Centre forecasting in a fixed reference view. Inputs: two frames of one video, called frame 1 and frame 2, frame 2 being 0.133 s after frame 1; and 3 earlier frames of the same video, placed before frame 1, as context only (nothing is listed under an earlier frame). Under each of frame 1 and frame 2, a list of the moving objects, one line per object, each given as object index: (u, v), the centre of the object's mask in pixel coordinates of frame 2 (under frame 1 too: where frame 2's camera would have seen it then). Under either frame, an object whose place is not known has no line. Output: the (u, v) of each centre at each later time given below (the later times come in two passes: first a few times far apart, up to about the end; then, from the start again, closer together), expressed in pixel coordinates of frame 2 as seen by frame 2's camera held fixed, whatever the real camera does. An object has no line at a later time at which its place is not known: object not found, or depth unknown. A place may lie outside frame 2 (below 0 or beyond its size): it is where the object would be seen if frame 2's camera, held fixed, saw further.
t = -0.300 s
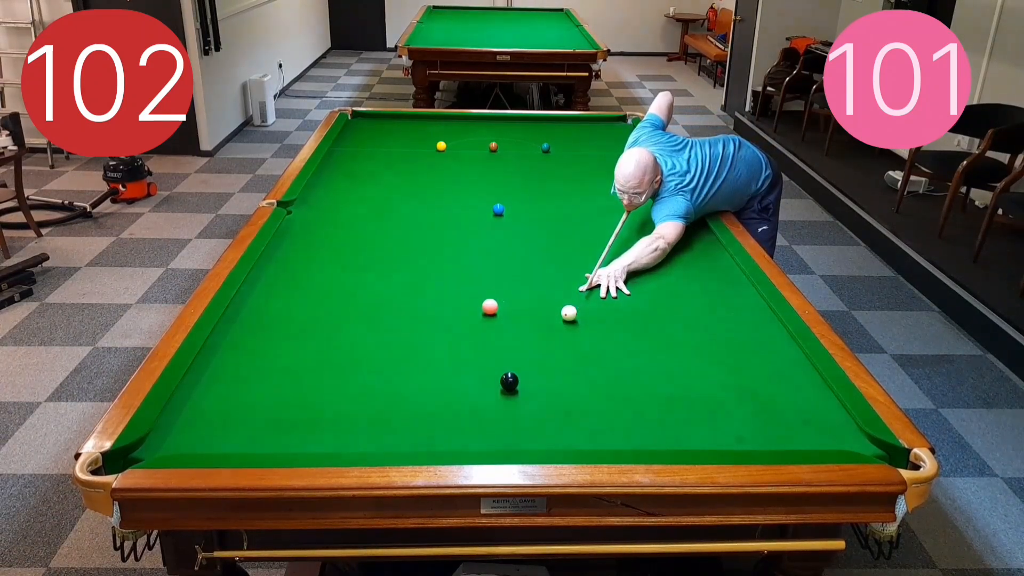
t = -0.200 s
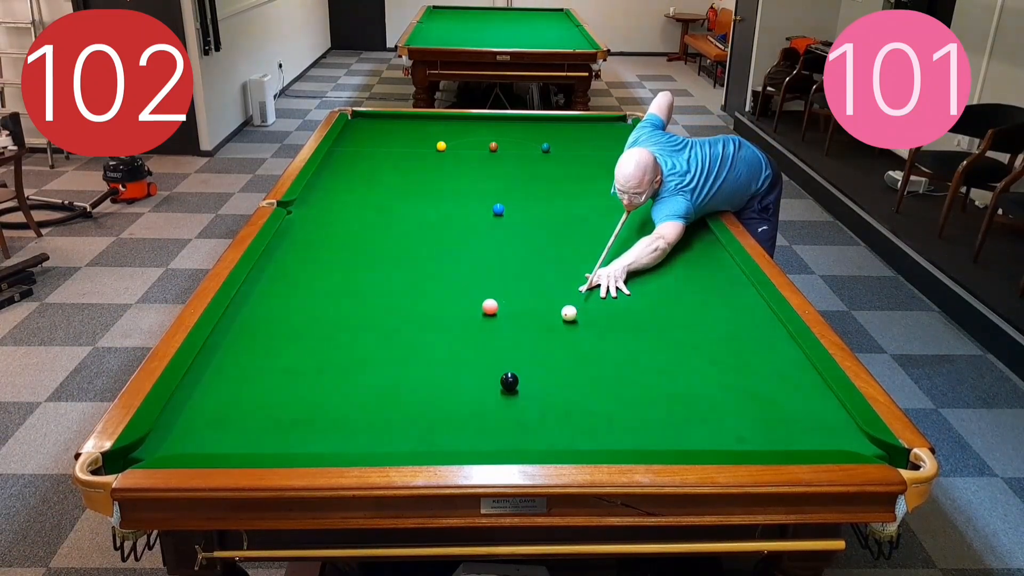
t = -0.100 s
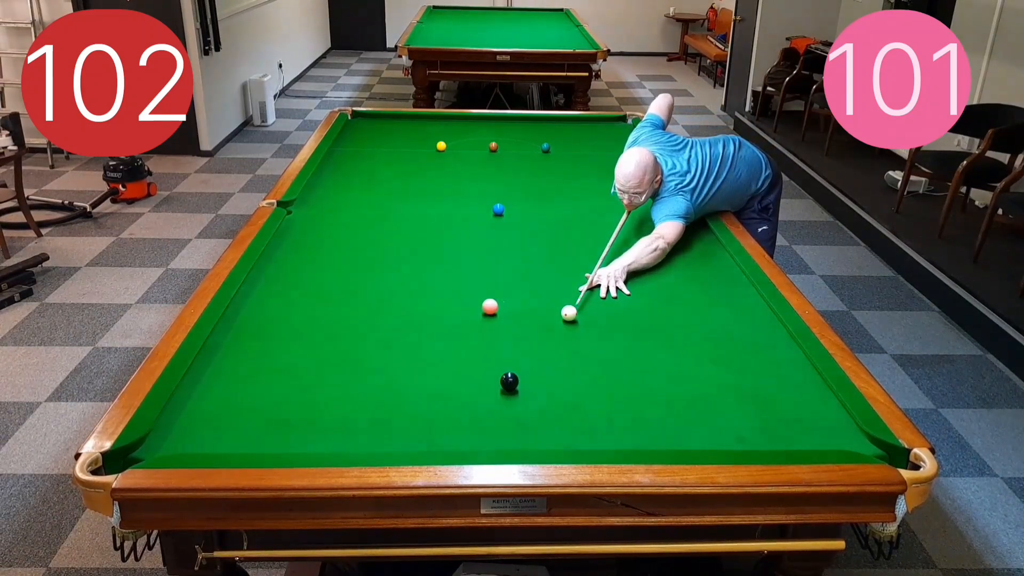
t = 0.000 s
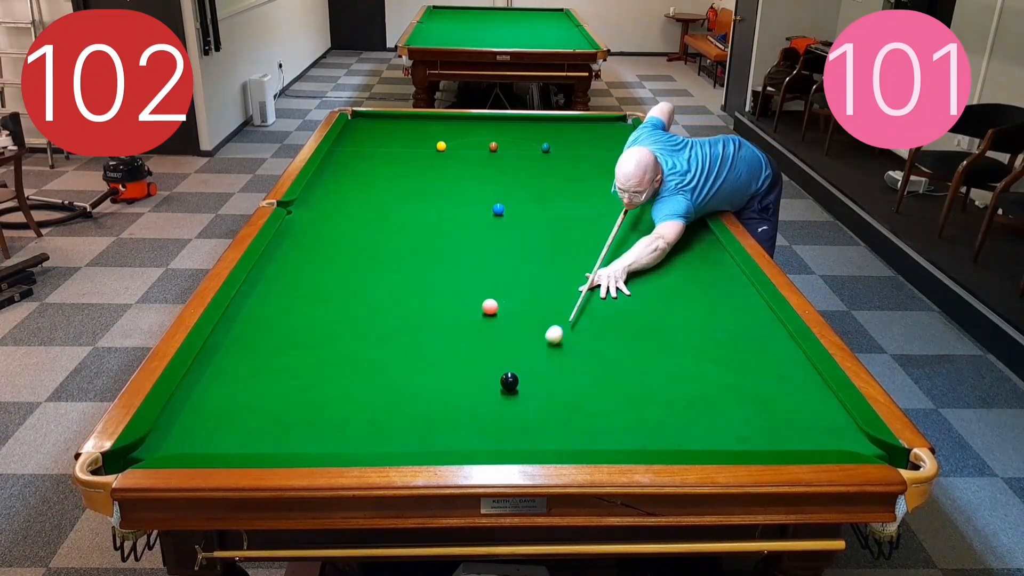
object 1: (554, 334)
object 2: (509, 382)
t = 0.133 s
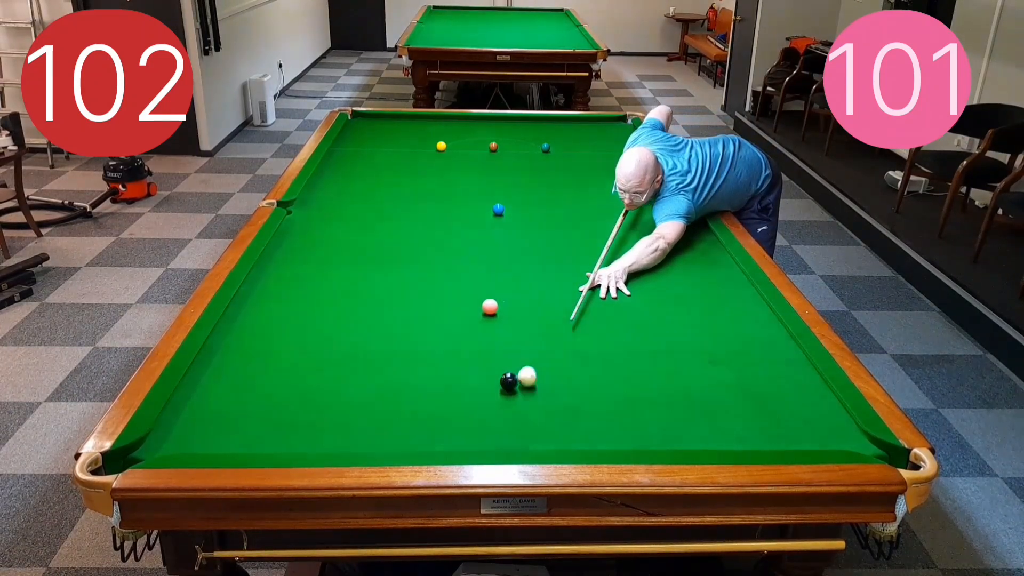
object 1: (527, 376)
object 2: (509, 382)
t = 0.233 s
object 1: (546, 400)
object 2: (472, 390)
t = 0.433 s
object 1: (584, 442)
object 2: (414, 402)
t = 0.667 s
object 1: (624, 405)
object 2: (346, 417)
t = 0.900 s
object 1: (658, 377)
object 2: (276, 432)
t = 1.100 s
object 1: (684, 355)
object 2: (214, 443)
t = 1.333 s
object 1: (711, 334)
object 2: (145, 450)
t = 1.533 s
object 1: (732, 317)
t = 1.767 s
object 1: (753, 300)
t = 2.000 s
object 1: (730, 286)
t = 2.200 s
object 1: (708, 275)
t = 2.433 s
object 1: (684, 264)
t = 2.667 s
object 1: (664, 253)
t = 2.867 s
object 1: (647, 245)
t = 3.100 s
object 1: (630, 236)
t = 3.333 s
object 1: (615, 229)
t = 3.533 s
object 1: (603, 222)
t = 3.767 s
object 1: (590, 216)
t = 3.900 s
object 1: (584, 213)
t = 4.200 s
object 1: (571, 206)
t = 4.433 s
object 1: (561, 201)
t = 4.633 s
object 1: (554, 197)
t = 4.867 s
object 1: (547, 193)
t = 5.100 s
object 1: (540, 190)
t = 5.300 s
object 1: (535, 187)
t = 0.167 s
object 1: (533, 385)
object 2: (496, 384)
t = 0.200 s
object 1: (540, 393)
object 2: (484, 387)
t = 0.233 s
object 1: (546, 400)
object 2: (472, 390)
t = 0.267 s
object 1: (553, 408)
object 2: (462, 392)
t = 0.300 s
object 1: (558, 416)
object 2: (452, 394)
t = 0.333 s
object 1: (565, 425)
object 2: (443, 396)
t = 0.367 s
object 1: (571, 433)
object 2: (433, 398)
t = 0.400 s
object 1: (577, 440)
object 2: (424, 400)
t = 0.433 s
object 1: (584, 442)
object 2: (414, 402)
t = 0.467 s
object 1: (591, 436)
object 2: (405, 404)
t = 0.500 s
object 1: (597, 430)
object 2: (395, 407)
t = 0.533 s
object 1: (602, 424)
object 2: (386, 408)
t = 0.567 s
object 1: (608, 419)
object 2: (376, 411)
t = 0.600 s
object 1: (614, 414)
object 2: (366, 413)
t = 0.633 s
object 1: (619, 410)
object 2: (356, 415)
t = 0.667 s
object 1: (624, 405)
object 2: (346, 417)
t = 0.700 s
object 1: (630, 401)
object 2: (336, 419)
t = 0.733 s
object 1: (635, 396)
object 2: (326, 421)
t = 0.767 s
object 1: (640, 392)
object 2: (316, 423)
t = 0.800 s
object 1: (644, 388)
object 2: (306, 425)
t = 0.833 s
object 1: (649, 384)
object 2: (296, 427)
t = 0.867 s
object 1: (654, 380)
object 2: (286, 429)
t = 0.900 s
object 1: (658, 377)
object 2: (276, 432)
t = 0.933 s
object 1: (663, 373)
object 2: (265, 434)
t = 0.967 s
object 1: (667, 369)
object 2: (255, 436)
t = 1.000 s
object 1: (672, 366)
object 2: (245, 438)
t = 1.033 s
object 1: (676, 362)
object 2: (235, 440)
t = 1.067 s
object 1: (680, 359)
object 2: (224, 442)
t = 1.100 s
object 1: (684, 355)
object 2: (214, 443)
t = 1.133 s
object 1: (688, 352)
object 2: (203, 444)
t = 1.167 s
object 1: (692, 349)
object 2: (193, 446)
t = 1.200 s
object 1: (696, 346)
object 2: (182, 447)
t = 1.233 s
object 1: (700, 342)
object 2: (173, 447)
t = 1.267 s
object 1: (704, 340)
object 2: (164, 448)
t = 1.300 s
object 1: (708, 337)
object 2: (155, 449)
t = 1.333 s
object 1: (711, 334)
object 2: (145, 450)
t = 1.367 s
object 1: (715, 331)
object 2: (137, 452)
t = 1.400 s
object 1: (718, 328)
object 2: (131, 456)
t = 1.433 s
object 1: (722, 325)
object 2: (129, 461)
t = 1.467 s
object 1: (725, 323)
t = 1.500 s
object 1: (728, 320)
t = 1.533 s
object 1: (732, 317)
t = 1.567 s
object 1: (735, 315)
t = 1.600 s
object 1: (738, 312)
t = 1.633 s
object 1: (741, 310)
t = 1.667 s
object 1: (744, 307)
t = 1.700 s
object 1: (747, 305)
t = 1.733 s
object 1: (750, 302)
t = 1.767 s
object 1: (753, 300)
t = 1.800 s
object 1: (756, 298)
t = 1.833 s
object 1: (751, 296)
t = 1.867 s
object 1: (746, 294)
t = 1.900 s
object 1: (742, 292)
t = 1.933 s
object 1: (738, 290)
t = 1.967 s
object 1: (734, 288)
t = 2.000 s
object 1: (730, 286)
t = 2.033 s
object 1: (726, 284)
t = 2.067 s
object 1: (722, 282)
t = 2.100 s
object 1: (719, 280)
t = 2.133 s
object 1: (715, 278)
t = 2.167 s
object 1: (711, 277)
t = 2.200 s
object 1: (708, 275)
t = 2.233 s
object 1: (704, 273)
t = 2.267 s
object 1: (701, 272)
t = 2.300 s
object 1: (697, 270)
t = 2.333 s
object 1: (694, 268)
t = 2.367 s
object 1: (691, 267)
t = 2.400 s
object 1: (688, 265)
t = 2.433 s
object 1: (684, 264)
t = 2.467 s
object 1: (681, 262)
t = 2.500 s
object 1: (678, 260)
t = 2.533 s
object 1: (675, 259)
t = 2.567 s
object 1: (672, 257)
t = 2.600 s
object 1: (669, 256)
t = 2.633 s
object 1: (666, 255)
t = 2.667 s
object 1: (664, 253)
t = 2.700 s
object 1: (661, 252)
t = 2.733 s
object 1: (658, 250)
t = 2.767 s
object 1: (655, 249)
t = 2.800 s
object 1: (653, 248)
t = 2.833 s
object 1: (650, 246)
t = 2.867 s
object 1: (647, 245)
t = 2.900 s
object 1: (645, 244)
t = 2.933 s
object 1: (642, 243)
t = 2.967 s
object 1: (640, 241)
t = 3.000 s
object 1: (638, 240)
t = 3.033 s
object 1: (635, 239)
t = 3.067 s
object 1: (633, 238)
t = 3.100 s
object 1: (630, 236)
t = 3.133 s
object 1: (628, 235)
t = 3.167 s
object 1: (626, 234)
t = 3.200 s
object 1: (624, 233)
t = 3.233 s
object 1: (622, 232)
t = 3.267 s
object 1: (619, 231)
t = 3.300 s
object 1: (617, 230)
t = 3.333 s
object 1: (615, 229)
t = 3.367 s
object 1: (613, 228)
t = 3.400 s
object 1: (611, 227)
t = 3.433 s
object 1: (609, 225)
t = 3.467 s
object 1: (607, 225)
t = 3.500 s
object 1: (605, 224)
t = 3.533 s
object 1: (603, 222)
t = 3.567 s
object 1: (601, 221)
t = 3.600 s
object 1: (599, 221)
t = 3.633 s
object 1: (597, 220)
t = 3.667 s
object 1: (596, 219)
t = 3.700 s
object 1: (594, 218)
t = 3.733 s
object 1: (592, 217)
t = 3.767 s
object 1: (590, 216)
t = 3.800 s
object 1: (589, 215)
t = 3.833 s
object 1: (587, 214)
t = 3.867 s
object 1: (585, 214)
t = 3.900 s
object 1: (584, 213)
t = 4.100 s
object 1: (575, 208)
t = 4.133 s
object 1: (573, 207)
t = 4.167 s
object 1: (572, 206)
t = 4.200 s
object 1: (571, 206)
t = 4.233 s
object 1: (569, 205)
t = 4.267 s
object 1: (568, 204)
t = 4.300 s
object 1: (567, 204)
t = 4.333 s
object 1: (565, 203)
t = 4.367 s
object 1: (564, 202)
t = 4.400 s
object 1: (563, 202)
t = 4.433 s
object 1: (561, 201)
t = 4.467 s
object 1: (560, 200)
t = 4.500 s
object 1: (559, 200)
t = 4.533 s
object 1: (558, 199)
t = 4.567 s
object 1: (557, 199)
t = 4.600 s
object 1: (555, 198)
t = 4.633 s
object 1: (554, 197)
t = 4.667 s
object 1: (553, 197)
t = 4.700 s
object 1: (552, 196)
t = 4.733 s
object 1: (551, 195)
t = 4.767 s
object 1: (550, 195)
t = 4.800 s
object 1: (549, 194)
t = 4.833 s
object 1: (548, 194)
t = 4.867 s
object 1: (547, 193)
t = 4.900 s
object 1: (546, 193)
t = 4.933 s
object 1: (545, 192)
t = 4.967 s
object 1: (544, 192)
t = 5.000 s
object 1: (543, 191)
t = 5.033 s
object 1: (542, 191)
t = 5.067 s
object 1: (541, 190)
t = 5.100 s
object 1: (540, 190)
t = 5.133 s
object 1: (539, 190)
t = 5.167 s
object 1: (538, 189)
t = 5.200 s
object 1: (537, 188)
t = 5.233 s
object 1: (537, 188)
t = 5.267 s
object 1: (536, 188)
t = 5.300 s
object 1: (535, 187)
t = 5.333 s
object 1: (534, 187)
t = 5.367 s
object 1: (533, 187)
